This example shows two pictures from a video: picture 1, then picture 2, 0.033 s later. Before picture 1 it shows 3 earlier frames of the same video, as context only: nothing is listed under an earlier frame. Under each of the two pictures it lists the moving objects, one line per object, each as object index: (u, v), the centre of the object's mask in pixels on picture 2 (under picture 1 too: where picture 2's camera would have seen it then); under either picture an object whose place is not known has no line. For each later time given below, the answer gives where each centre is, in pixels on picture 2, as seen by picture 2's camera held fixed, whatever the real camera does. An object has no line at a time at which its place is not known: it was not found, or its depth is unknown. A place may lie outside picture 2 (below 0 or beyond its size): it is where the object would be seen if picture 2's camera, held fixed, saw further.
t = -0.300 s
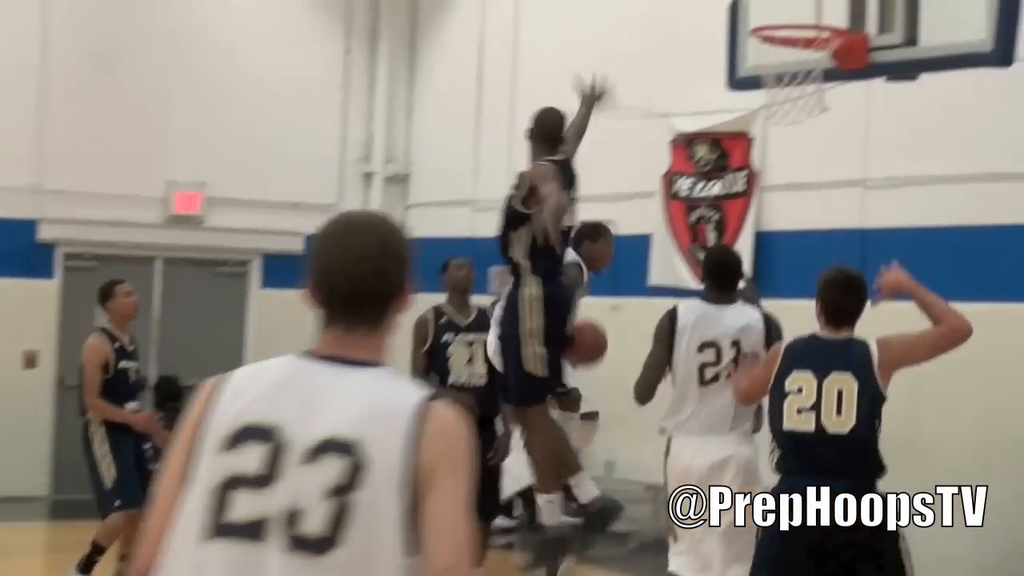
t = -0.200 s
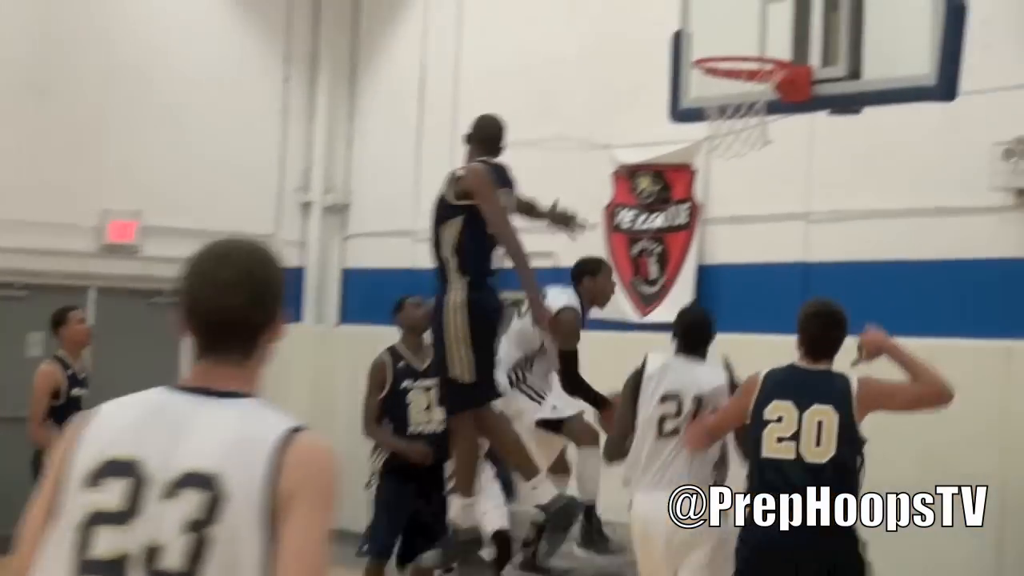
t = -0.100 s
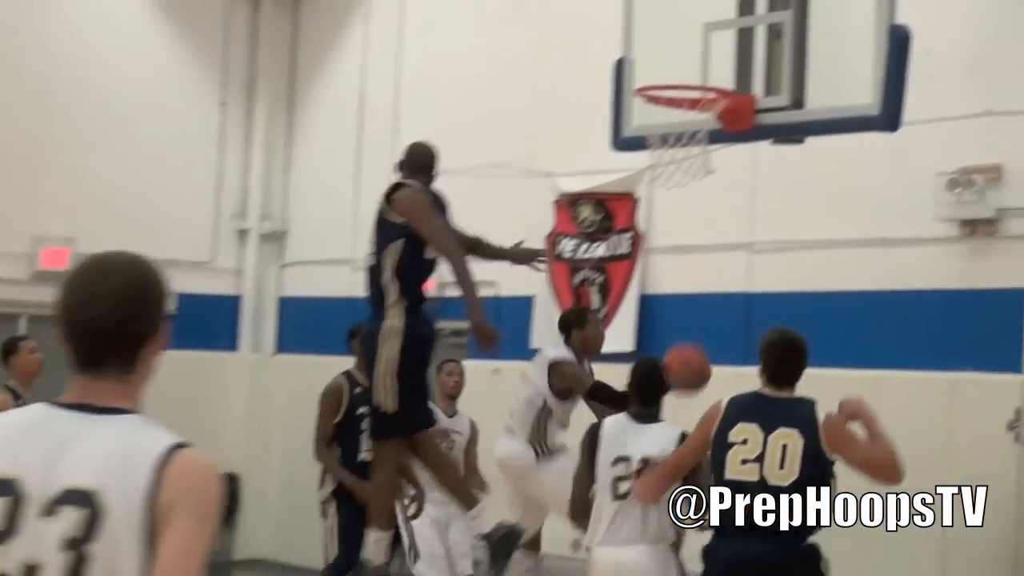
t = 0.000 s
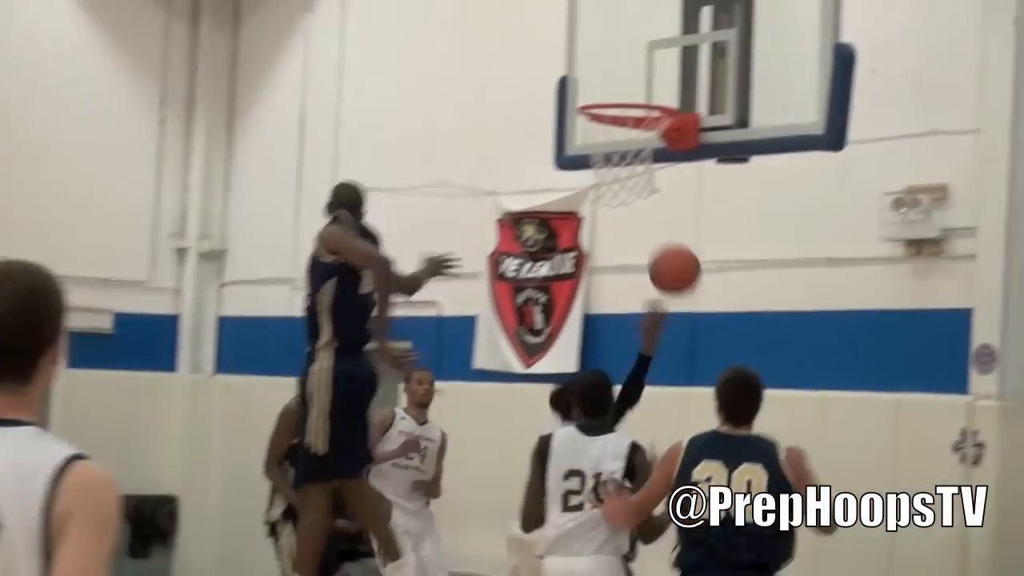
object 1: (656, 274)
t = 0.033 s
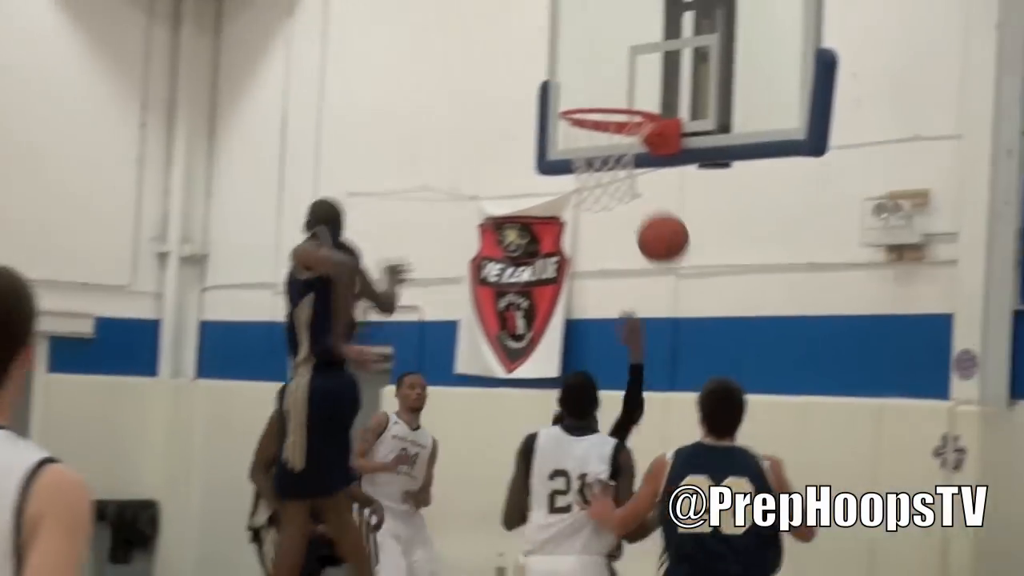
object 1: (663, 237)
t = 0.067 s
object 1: (670, 204)
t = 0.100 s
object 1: (676, 170)
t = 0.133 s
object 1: (682, 141)
